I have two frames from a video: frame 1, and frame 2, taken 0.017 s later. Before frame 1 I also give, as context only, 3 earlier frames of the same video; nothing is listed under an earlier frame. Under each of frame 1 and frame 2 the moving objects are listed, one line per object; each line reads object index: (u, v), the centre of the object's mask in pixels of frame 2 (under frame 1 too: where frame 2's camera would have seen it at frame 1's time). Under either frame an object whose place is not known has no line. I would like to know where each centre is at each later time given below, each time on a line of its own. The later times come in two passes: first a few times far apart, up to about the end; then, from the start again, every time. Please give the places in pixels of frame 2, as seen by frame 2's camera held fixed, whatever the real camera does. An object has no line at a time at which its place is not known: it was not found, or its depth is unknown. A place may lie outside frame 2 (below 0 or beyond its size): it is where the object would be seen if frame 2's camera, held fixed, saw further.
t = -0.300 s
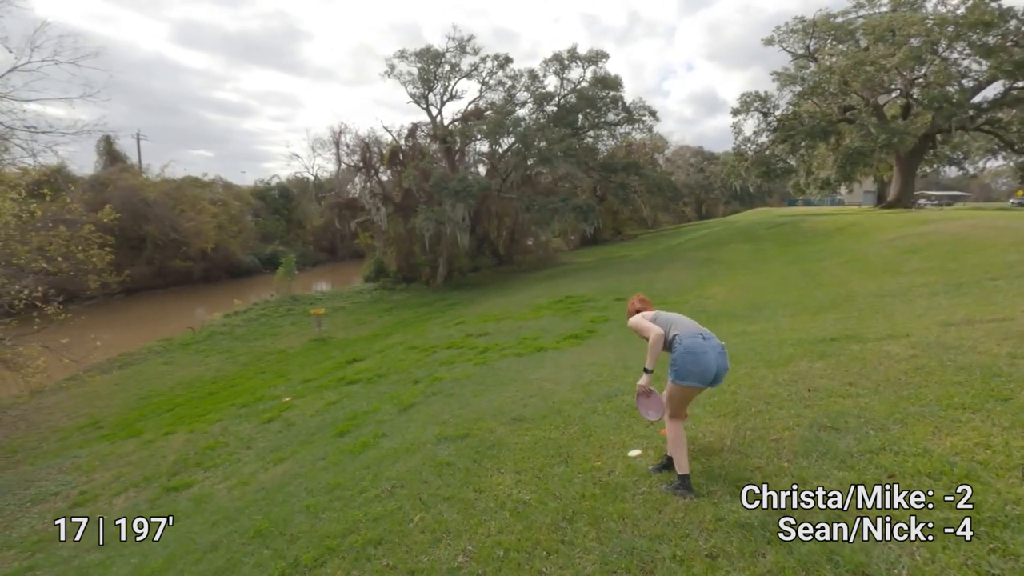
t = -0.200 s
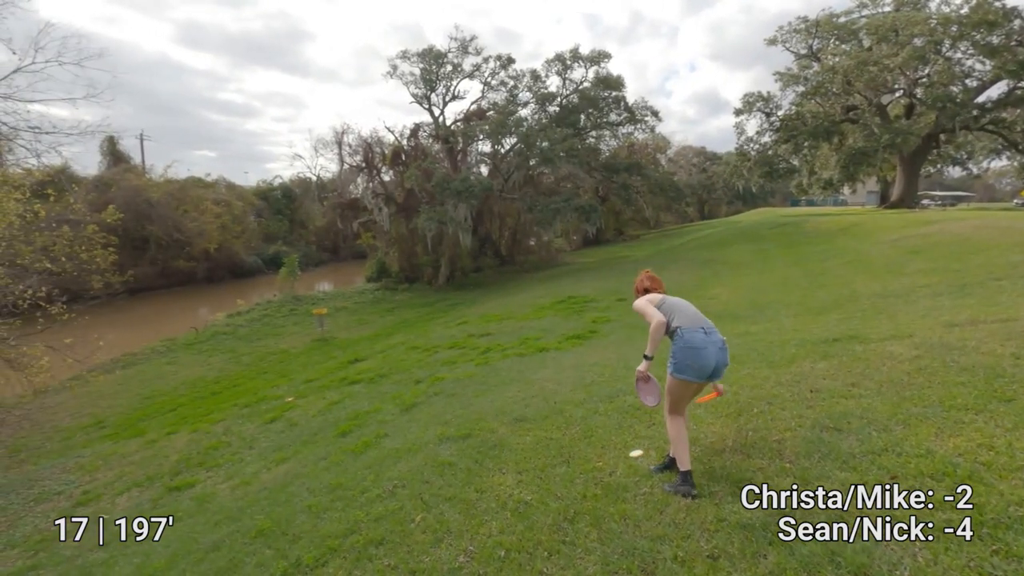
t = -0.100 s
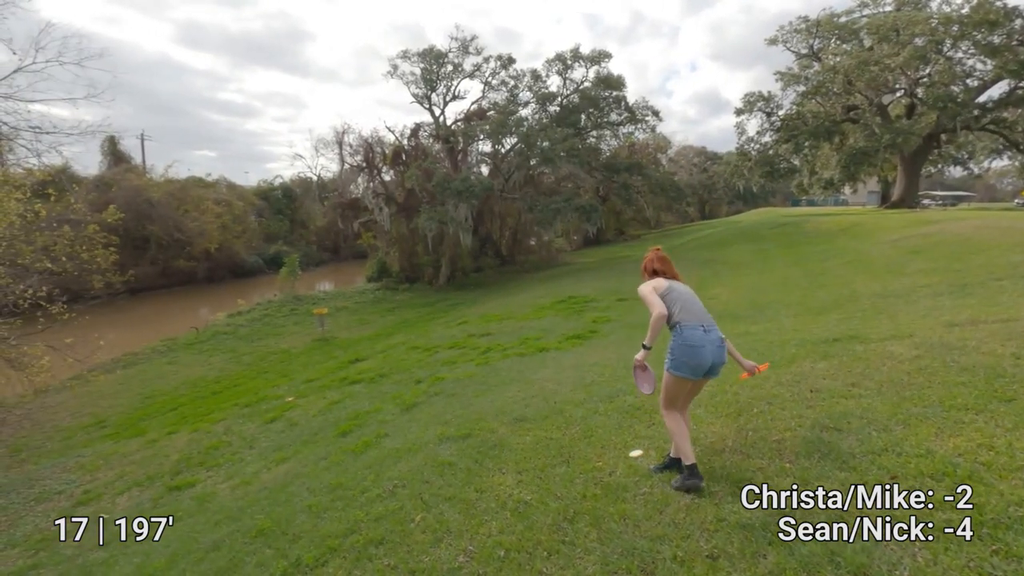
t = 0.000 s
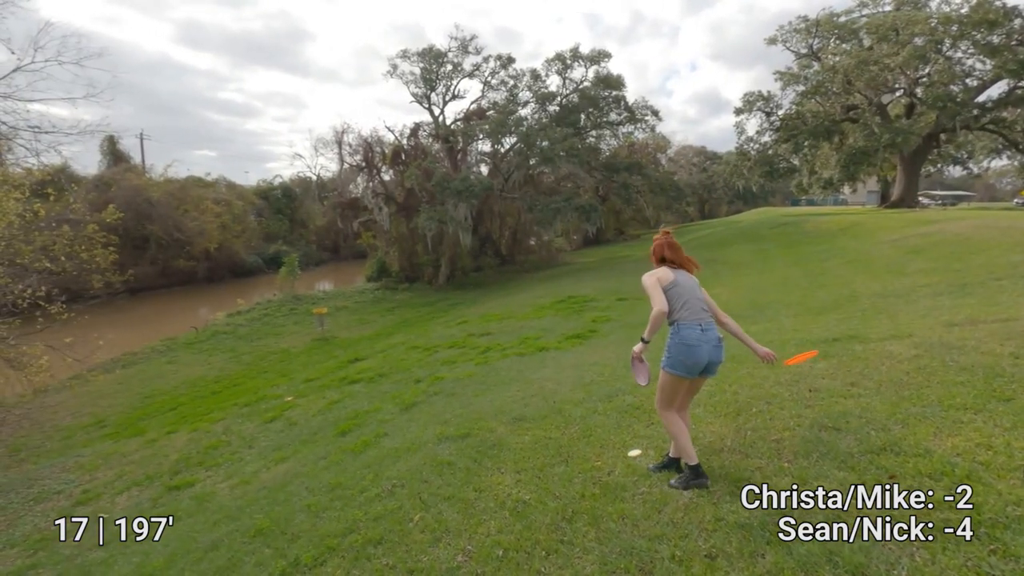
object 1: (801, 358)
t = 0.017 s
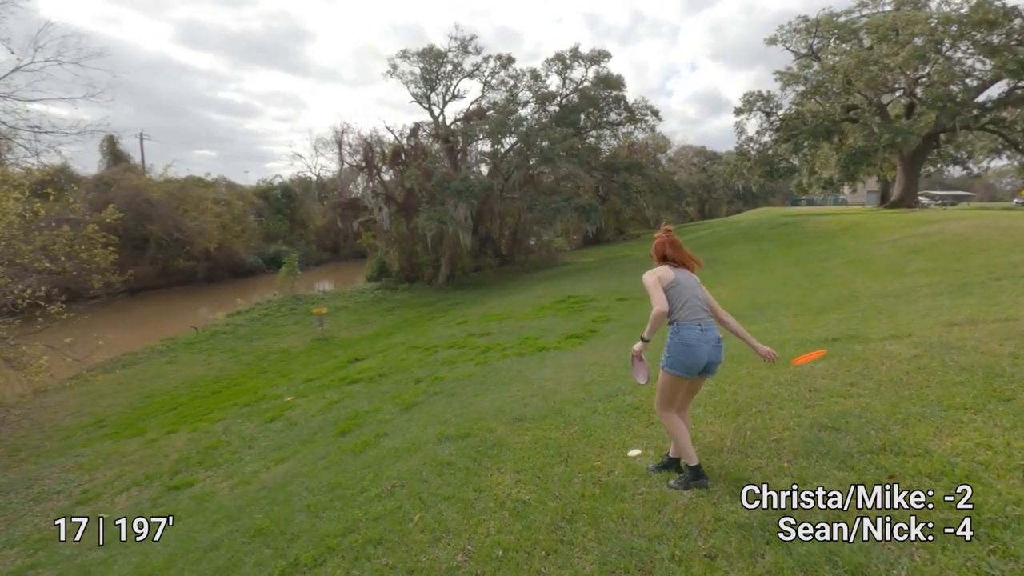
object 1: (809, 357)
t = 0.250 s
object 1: (926, 391)
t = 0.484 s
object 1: (978, 418)
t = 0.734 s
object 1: (971, 425)
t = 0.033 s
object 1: (817, 357)
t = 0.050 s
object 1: (826, 357)
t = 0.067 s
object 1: (833, 357)
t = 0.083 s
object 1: (842, 358)
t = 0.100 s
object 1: (851, 360)
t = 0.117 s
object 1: (858, 362)
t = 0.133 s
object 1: (867, 364)
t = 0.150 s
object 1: (875, 366)
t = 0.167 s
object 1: (884, 369)
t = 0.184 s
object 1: (892, 373)
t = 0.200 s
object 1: (901, 376)
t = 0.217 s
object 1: (910, 381)
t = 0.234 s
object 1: (918, 385)
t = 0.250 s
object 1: (926, 391)
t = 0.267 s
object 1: (935, 397)
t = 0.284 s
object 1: (944, 402)
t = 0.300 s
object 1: (953, 409)
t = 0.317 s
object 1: (961, 416)
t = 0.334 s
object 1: (969, 424)
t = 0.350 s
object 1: (975, 428)
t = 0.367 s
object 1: (978, 427)
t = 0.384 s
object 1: (978, 424)
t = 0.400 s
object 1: (978, 422)
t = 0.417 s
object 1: (979, 420)
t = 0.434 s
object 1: (979, 419)
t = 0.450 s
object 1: (979, 418)
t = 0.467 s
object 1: (979, 418)
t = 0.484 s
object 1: (978, 418)
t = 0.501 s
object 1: (978, 418)
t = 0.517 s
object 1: (977, 418)
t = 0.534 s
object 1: (977, 419)
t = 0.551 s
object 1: (976, 421)
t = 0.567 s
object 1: (975, 423)
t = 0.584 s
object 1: (974, 424)
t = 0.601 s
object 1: (974, 426)
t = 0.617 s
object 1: (973, 426)
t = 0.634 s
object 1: (973, 425)
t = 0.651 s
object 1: (972, 425)
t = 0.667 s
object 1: (972, 425)
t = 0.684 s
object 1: (971, 425)
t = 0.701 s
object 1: (971, 425)
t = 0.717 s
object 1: (971, 425)
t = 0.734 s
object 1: (971, 425)
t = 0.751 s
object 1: (971, 425)
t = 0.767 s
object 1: (971, 425)
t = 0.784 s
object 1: (971, 425)
